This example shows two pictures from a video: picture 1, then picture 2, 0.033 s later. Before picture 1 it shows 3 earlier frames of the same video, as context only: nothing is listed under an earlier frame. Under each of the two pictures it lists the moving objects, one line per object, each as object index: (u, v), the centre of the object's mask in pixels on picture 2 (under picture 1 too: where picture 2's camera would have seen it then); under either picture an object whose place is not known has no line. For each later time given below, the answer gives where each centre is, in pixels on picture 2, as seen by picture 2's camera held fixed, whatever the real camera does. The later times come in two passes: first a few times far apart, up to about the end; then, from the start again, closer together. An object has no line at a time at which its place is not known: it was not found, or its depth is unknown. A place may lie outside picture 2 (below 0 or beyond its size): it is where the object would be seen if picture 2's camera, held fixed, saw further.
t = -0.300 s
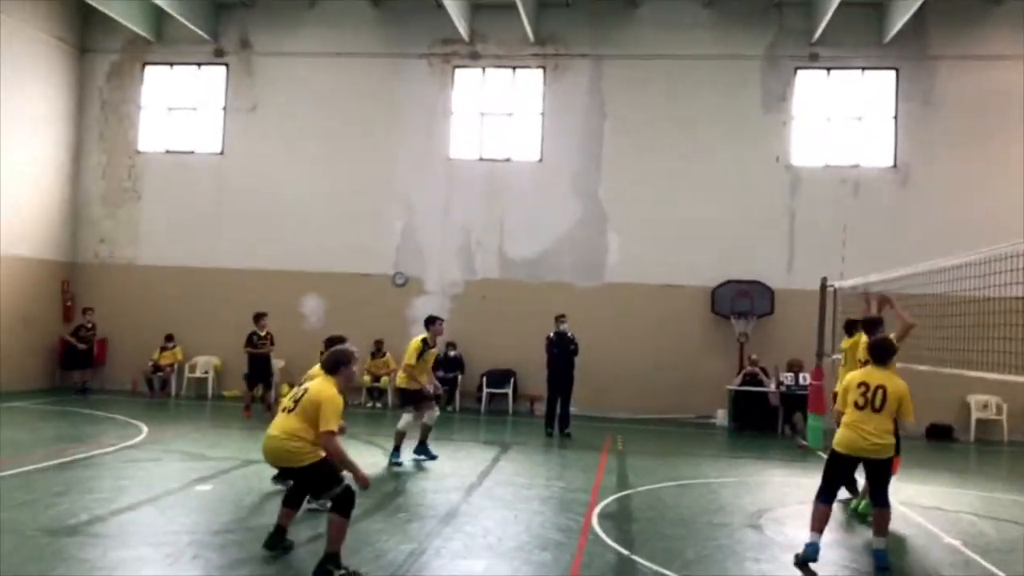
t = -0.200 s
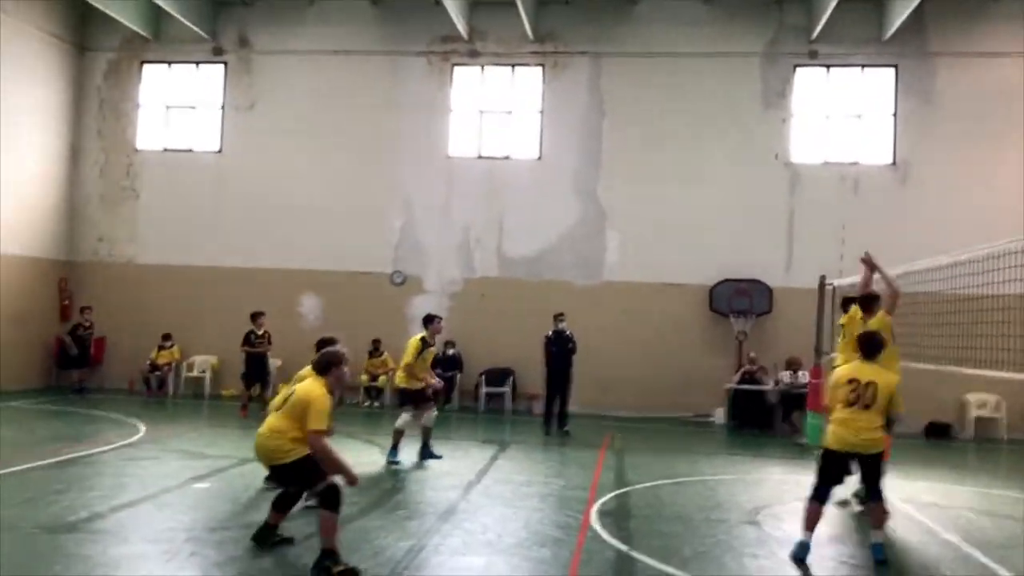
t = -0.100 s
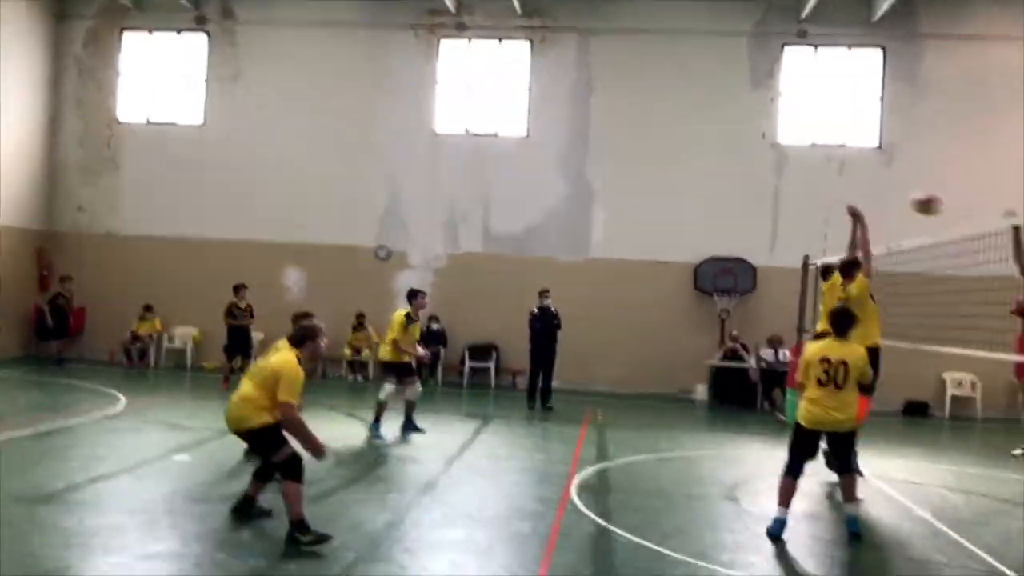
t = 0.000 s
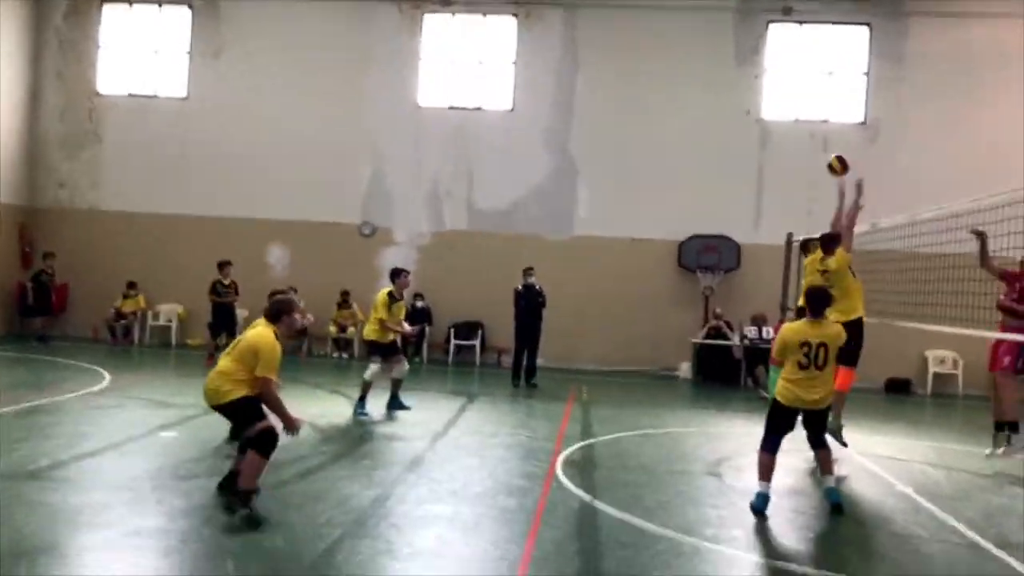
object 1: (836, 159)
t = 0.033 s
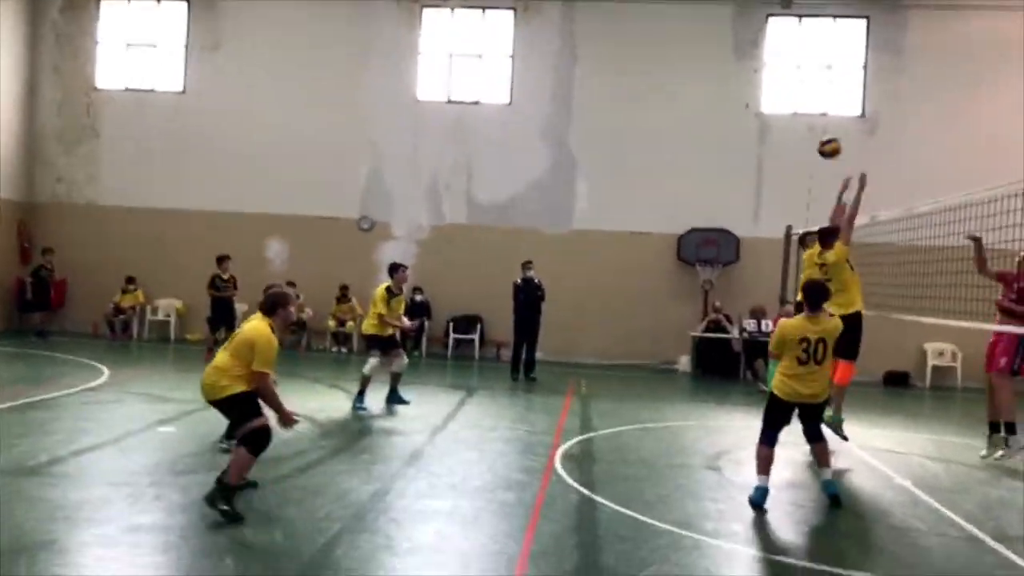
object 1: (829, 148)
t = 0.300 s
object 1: (750, 107)
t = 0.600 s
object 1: (640, 165)
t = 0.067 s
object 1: (820, 140)
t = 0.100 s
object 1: (813, 132)
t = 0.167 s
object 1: (793, 118)
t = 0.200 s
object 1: (783, 114)
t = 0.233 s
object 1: (771, 111)
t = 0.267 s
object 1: (760, 109)
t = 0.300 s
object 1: (750, 107)
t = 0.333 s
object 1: (741, 109)
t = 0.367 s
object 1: (729, 109)
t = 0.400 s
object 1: (717, 112)
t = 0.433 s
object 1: (706, 117)
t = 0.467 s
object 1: (693, 123)
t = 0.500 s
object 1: (681, 131)
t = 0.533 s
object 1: (667, 141)
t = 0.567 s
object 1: (654, 152)
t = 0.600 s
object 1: (640, 165)
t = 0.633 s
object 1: (625, 180)
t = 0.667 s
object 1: (610, 197)
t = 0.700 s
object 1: (596, 216)
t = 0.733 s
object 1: (580, 236)
